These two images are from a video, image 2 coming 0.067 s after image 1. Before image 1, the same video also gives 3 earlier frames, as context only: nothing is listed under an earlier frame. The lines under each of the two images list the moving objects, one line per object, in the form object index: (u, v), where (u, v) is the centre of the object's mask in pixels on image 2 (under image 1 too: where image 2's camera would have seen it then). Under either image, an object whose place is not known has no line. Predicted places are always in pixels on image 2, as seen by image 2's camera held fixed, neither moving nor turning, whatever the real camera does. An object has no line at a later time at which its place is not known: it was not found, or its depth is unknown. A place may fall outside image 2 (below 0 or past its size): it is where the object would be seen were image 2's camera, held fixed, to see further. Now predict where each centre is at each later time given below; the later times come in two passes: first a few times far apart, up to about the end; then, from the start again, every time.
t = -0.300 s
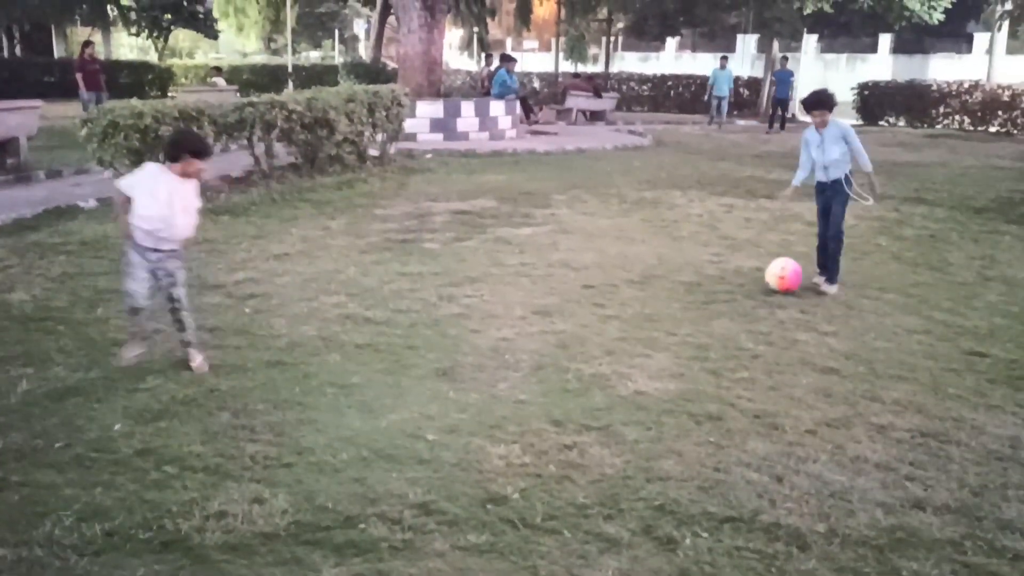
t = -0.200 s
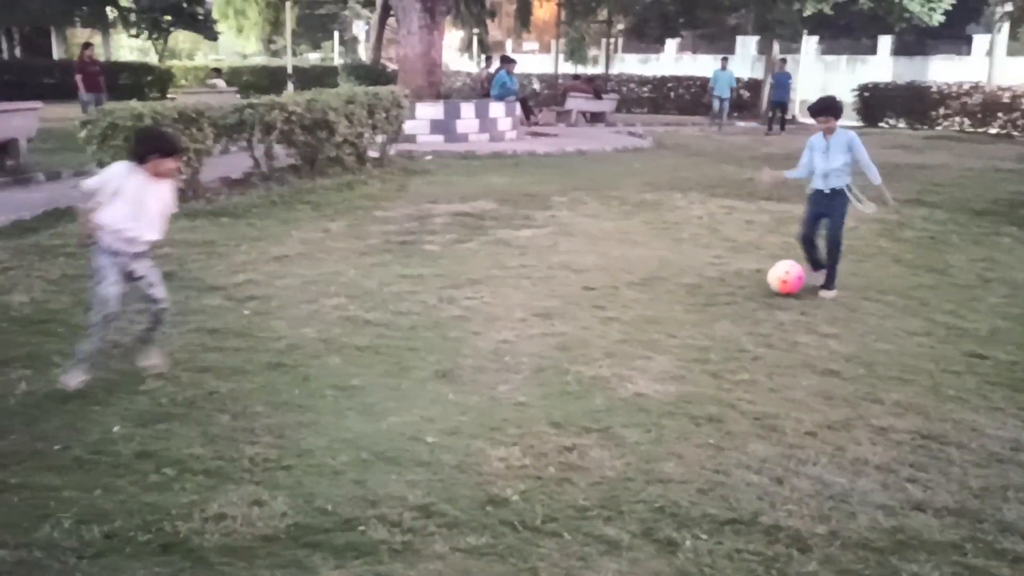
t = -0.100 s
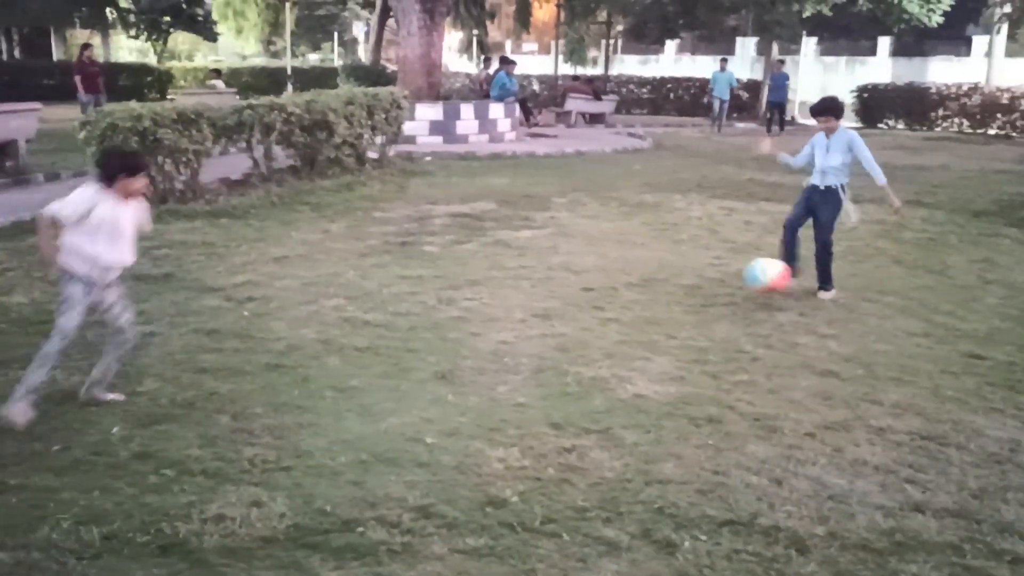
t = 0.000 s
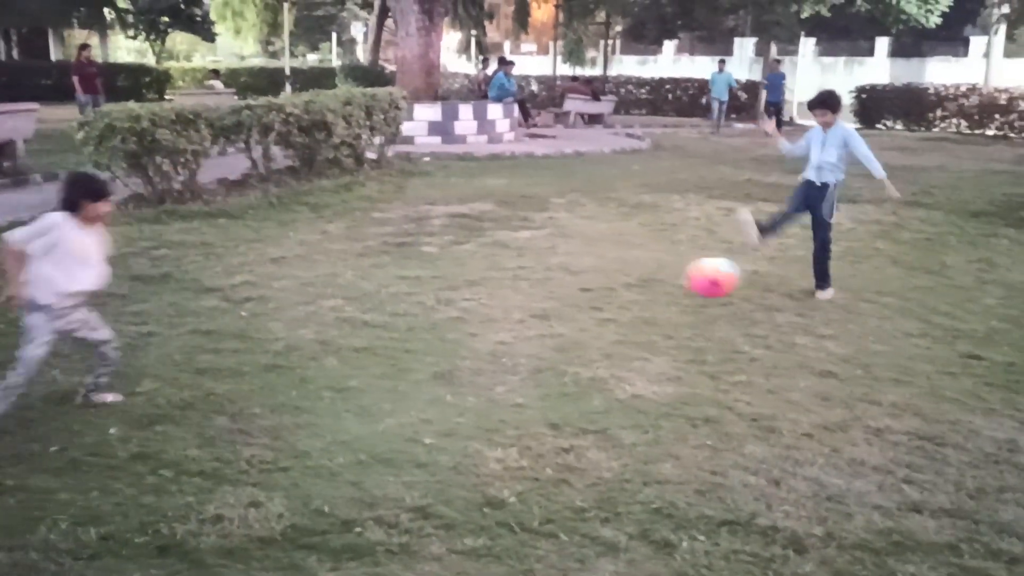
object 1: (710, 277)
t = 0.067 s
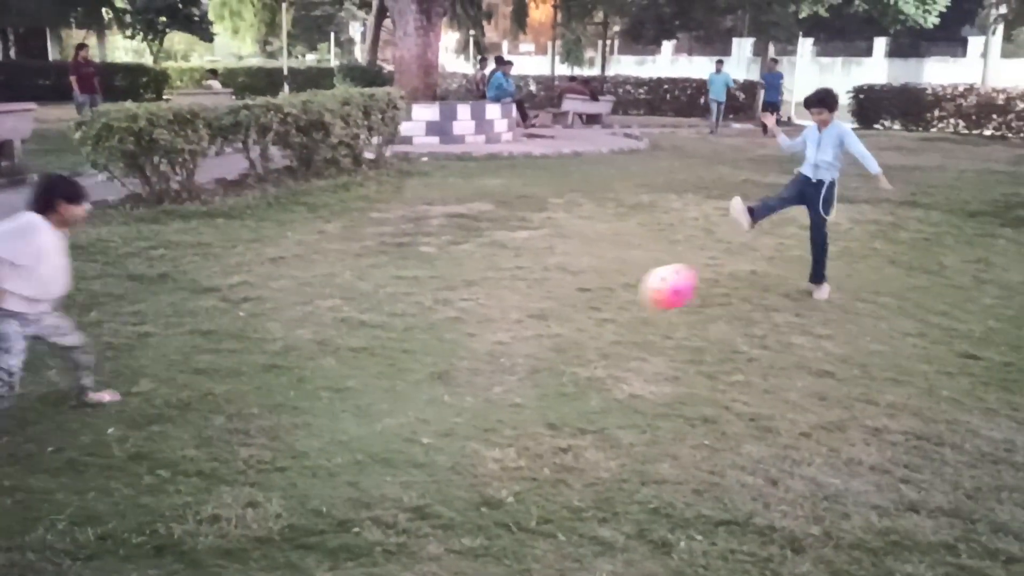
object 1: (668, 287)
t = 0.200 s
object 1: (577, 331)
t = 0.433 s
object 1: (425, 401)
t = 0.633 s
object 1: (308, 476)
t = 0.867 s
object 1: (210, 526)
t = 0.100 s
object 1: (647, 294)
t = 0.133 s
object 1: (625, 304)
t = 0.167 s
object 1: (601, 316)
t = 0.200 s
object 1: (577, 331)
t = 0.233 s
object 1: (550, 350)
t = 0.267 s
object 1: (522, 374)
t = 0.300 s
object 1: (495, 392)
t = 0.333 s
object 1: (476, 393)
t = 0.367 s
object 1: (460, 395)
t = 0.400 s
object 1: (442, 397)
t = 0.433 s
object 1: (425, 401)
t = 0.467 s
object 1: (408, 408)
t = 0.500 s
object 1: (390, 417)
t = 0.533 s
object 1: (368, 429)
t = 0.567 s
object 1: (348, 445)
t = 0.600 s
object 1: (326, 463)
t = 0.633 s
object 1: (308, 476)
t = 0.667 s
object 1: (294, 479)
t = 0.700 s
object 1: (282, 484)
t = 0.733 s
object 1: (268, 491)
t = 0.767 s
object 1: (254, 502)
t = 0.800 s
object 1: (239, 513)
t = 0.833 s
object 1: (224, 520)
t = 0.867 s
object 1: (210, 526)
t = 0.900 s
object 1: (195, 534)
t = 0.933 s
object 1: (181, 544)
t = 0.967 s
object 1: (168, 557)
